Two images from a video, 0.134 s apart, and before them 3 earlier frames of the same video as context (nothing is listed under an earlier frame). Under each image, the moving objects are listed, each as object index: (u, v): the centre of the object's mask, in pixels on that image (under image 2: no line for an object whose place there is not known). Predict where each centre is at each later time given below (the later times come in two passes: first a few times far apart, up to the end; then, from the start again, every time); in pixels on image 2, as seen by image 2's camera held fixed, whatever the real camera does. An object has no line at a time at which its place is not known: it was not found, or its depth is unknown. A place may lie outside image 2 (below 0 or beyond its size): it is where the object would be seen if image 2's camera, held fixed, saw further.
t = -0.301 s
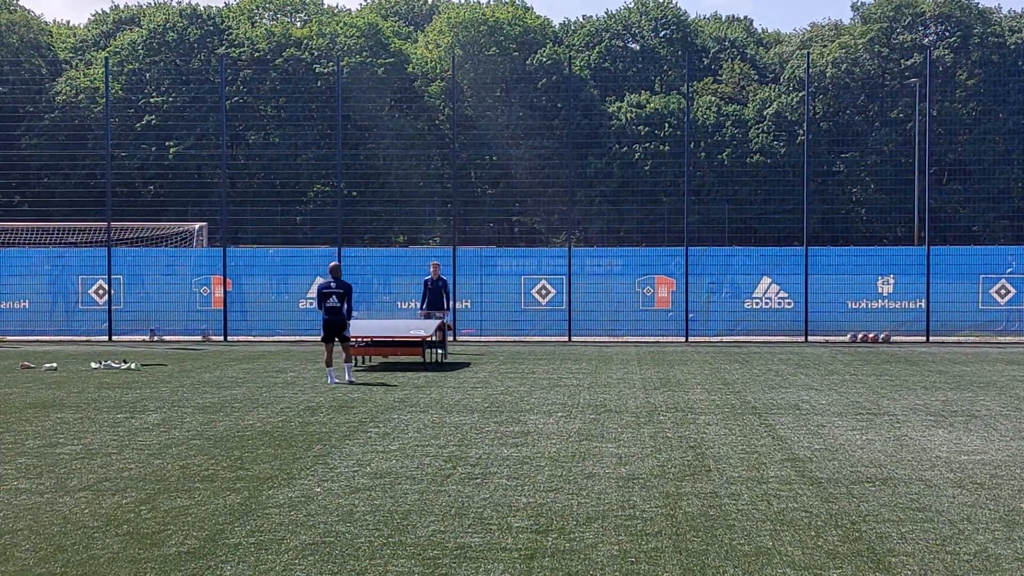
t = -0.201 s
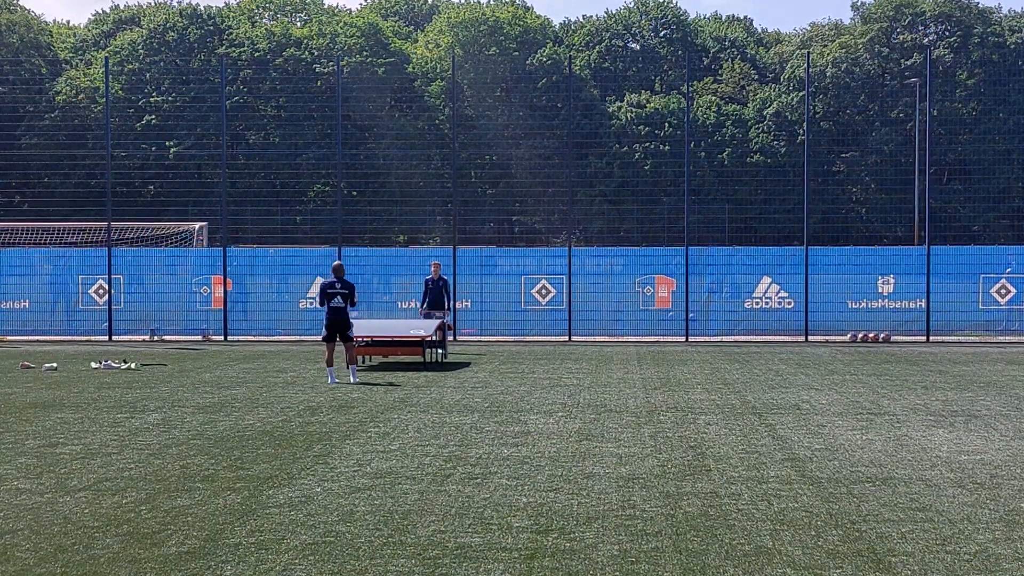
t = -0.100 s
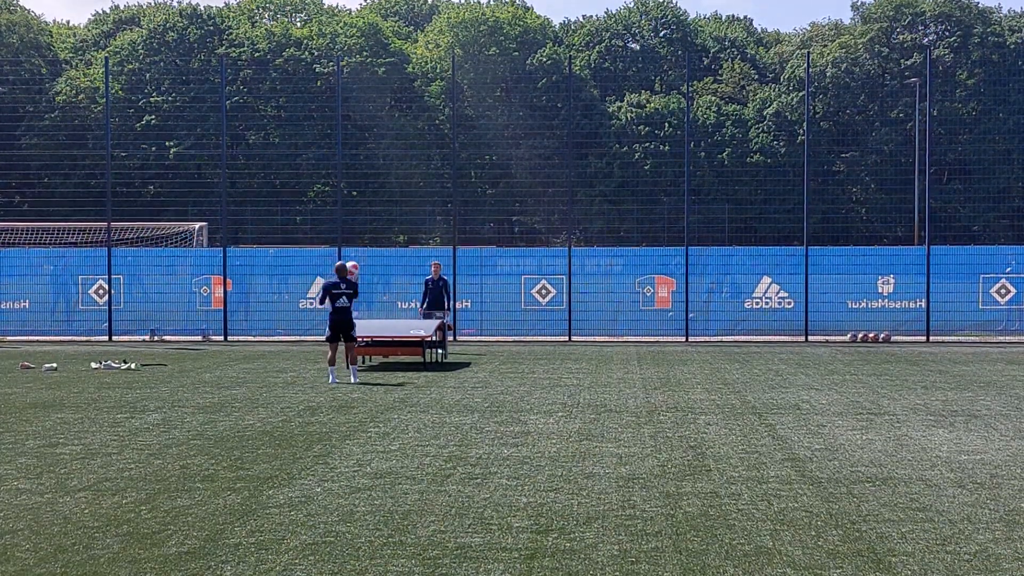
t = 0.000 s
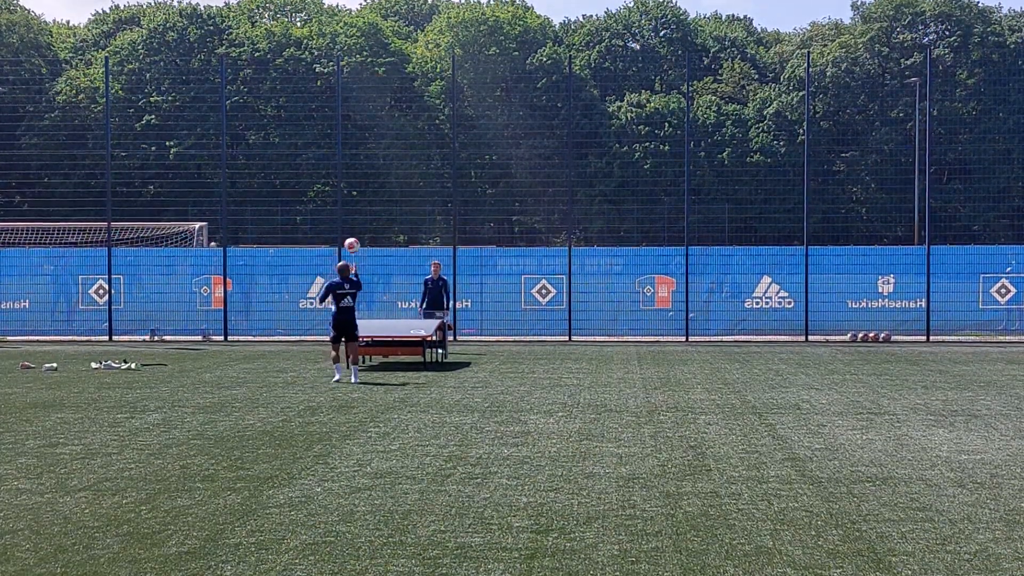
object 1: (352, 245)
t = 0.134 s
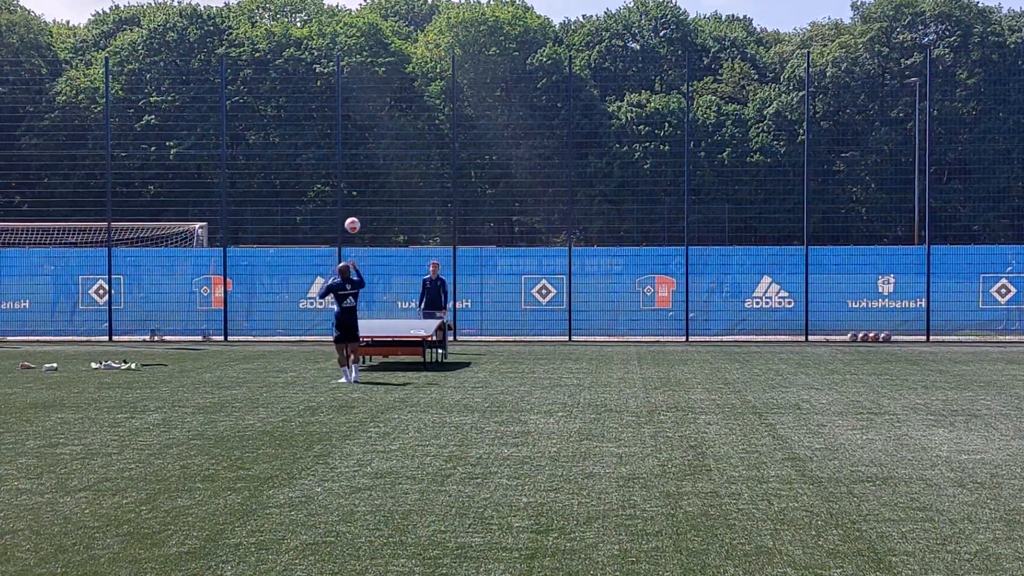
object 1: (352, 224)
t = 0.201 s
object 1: (353, 219)
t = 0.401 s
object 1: (354, 221)
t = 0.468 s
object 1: (354, 227)
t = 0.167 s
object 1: (352, 221)
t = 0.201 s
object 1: (353, 219)
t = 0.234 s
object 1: (353, 217)
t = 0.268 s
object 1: (353, 217)
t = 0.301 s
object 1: (353, 217)
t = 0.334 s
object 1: (353, 217)
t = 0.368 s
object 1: (353, 218)
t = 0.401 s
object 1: (354, 221)
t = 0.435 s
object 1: (354, 224)
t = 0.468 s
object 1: (354, 227)
